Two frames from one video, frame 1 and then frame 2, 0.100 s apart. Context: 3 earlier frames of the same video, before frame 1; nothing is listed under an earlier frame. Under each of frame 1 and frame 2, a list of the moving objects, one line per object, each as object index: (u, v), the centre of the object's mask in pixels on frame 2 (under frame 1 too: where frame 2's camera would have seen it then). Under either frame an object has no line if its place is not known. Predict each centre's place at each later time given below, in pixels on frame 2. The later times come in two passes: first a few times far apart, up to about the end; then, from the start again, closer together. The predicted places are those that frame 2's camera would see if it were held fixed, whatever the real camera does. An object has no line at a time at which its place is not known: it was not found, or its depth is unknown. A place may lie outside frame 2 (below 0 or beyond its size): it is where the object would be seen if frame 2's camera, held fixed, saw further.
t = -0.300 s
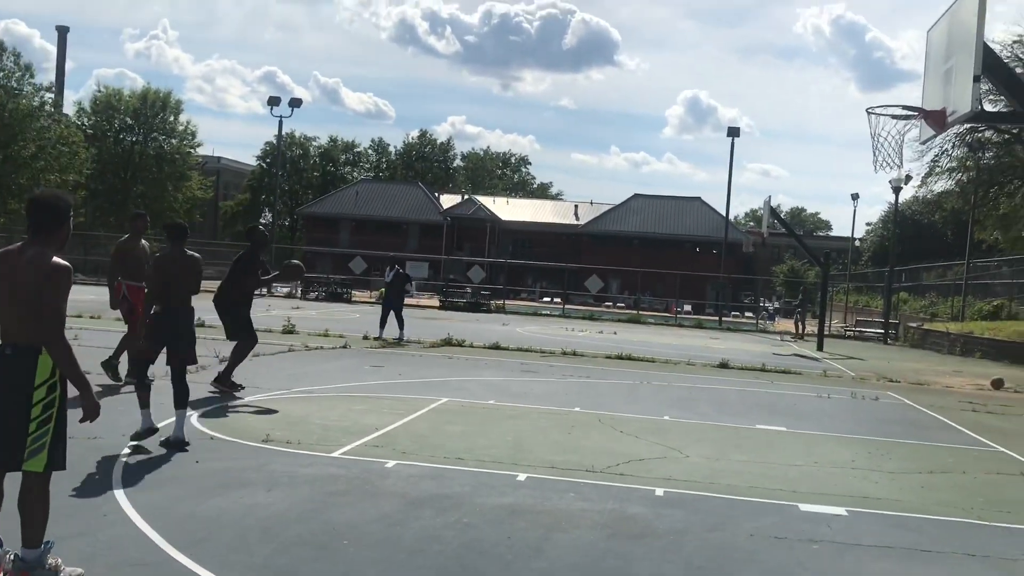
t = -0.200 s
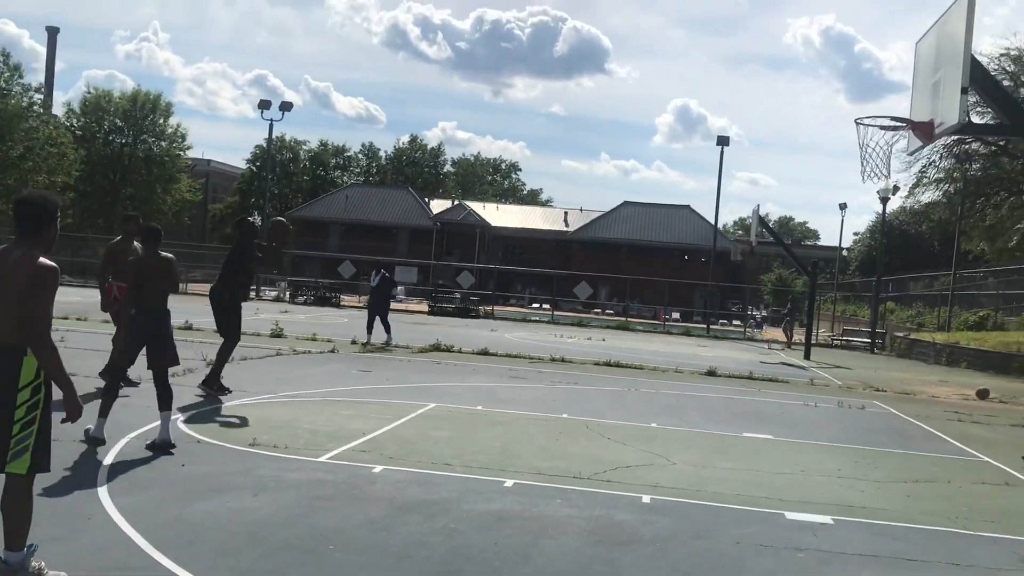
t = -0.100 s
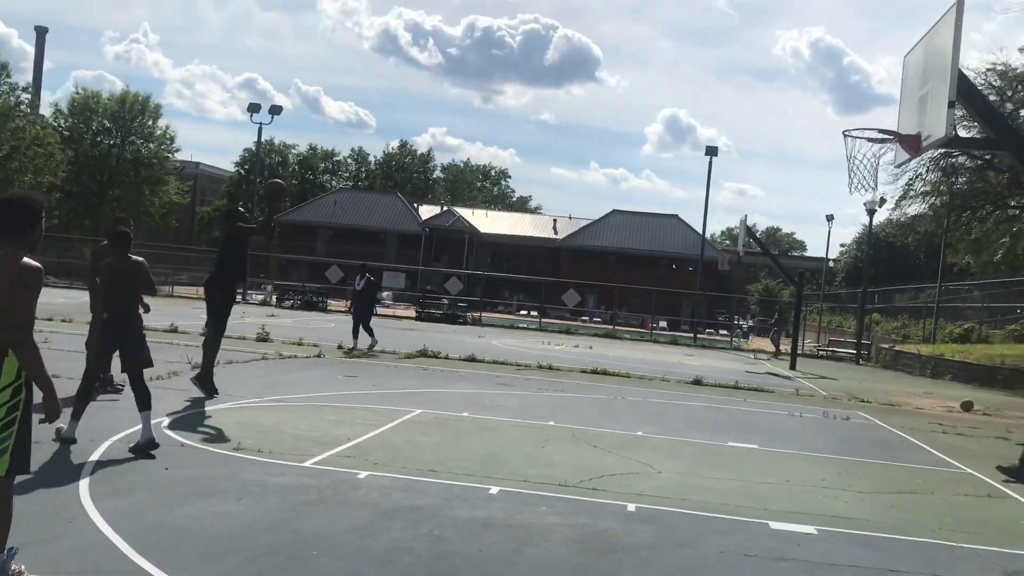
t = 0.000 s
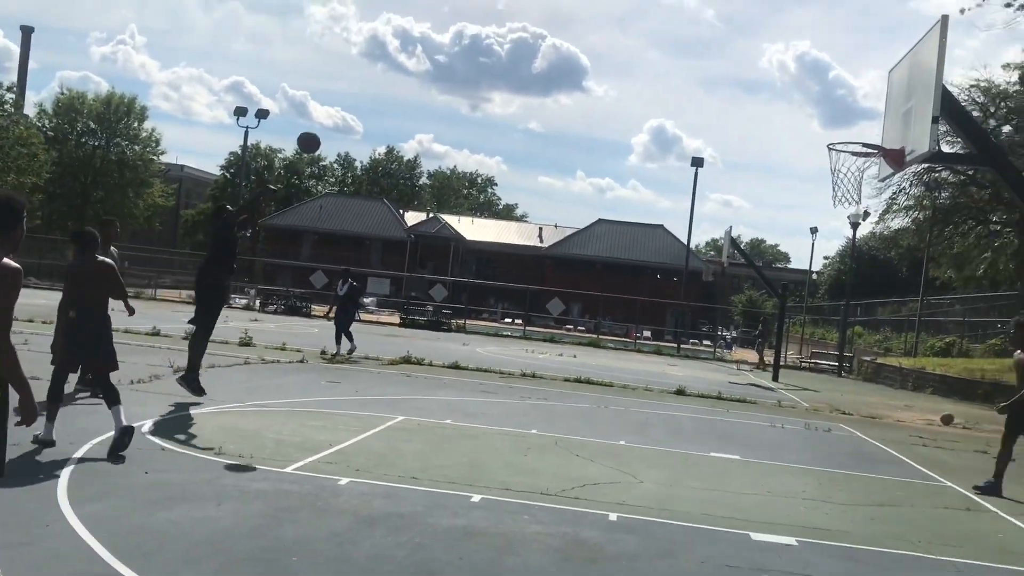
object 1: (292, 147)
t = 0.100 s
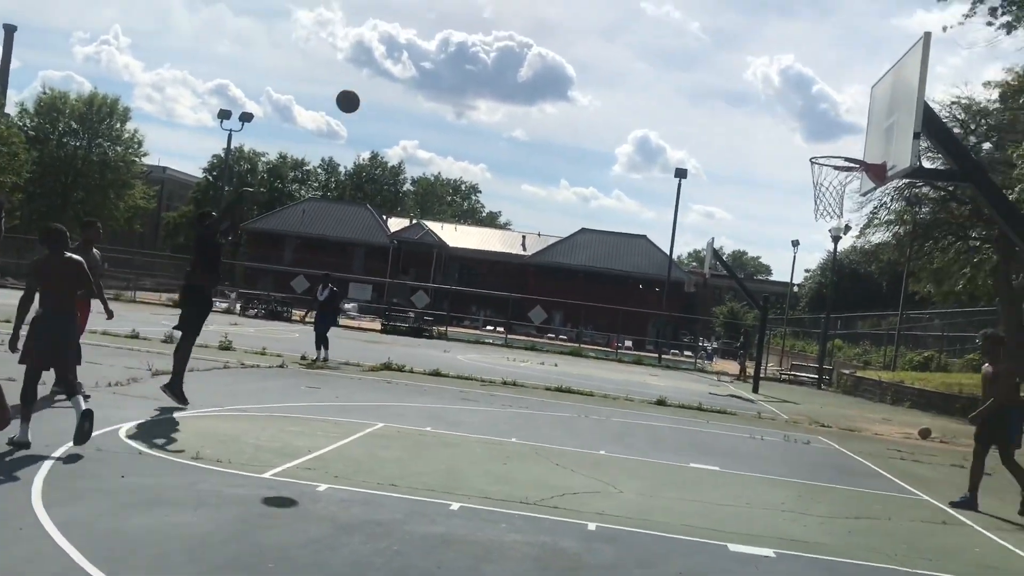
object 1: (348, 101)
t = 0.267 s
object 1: (441, 44)
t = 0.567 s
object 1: (610, 6)
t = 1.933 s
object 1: (749, 181)
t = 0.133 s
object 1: (366, 88)
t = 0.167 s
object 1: (385, 76)
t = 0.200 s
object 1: (403, 64)
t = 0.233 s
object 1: (422, 54)
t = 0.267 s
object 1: (441, 44)
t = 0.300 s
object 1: (459, 36)
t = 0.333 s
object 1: (478, 29)
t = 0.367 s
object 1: (497, 22)
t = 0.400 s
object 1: (515, 17)
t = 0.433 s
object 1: (534, 12)
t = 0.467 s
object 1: (553, 9)
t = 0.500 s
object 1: (572, 7)
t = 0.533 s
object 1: (591, 5)
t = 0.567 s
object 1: (610, 6)
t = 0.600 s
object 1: (629, 7)
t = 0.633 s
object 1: (648, 9)
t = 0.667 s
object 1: (668, 13)
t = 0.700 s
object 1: (687, 17)
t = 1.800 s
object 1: (782, 112)
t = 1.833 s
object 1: (774, 126)
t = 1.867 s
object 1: (766, 142)
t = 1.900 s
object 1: (758, 160)
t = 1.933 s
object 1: (749, 181)
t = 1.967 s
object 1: (740, 203)
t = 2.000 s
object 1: (731, 227)
